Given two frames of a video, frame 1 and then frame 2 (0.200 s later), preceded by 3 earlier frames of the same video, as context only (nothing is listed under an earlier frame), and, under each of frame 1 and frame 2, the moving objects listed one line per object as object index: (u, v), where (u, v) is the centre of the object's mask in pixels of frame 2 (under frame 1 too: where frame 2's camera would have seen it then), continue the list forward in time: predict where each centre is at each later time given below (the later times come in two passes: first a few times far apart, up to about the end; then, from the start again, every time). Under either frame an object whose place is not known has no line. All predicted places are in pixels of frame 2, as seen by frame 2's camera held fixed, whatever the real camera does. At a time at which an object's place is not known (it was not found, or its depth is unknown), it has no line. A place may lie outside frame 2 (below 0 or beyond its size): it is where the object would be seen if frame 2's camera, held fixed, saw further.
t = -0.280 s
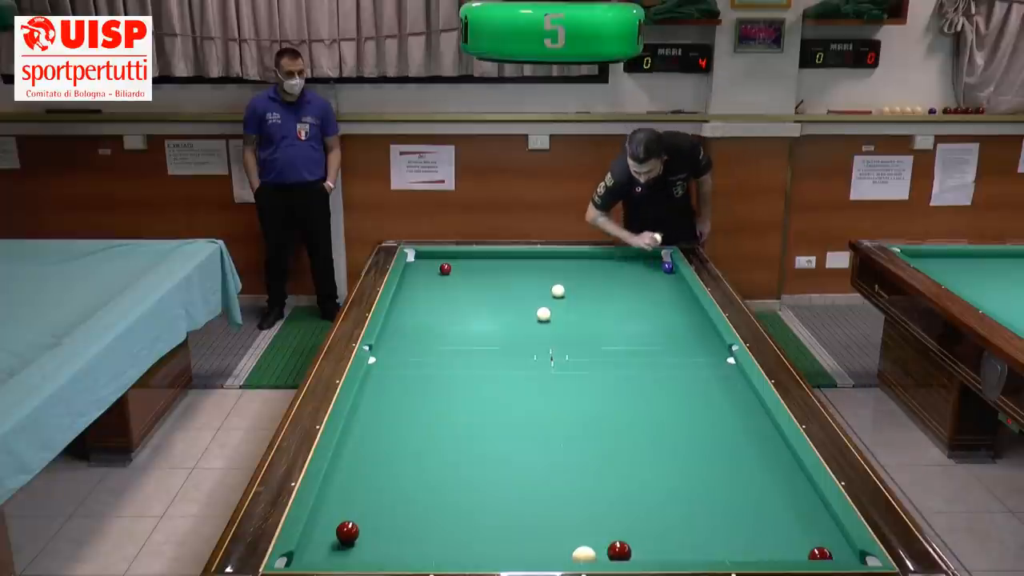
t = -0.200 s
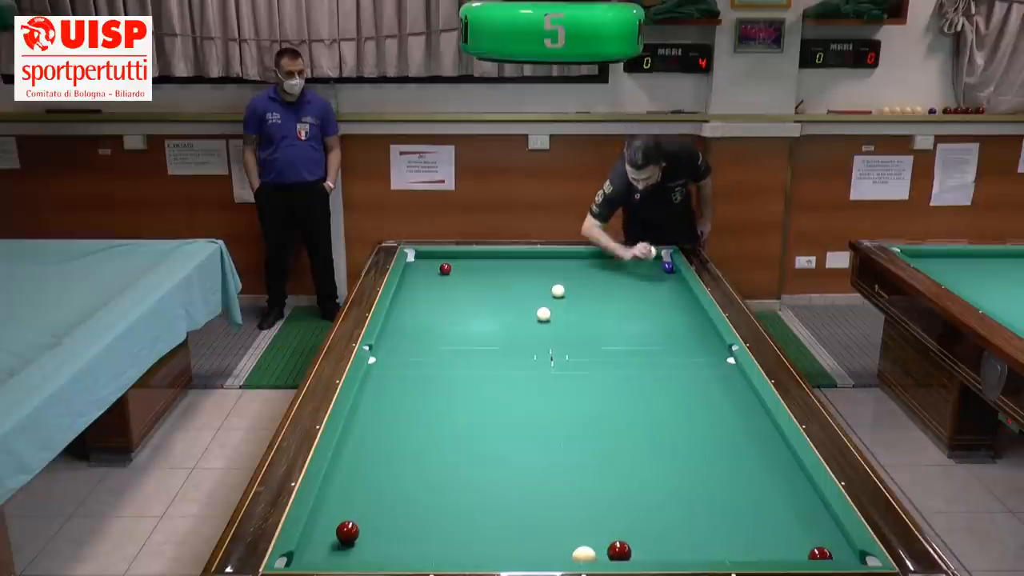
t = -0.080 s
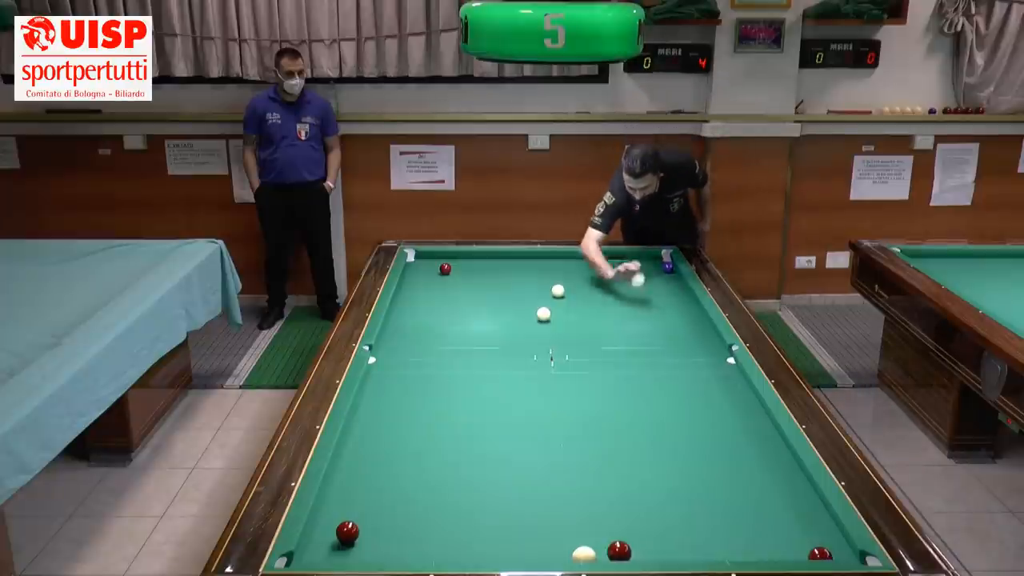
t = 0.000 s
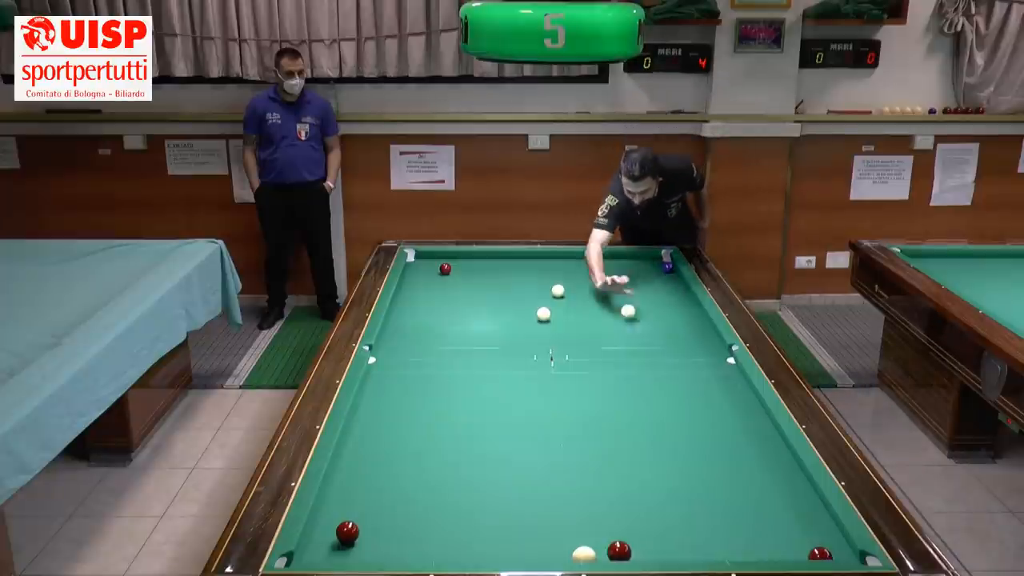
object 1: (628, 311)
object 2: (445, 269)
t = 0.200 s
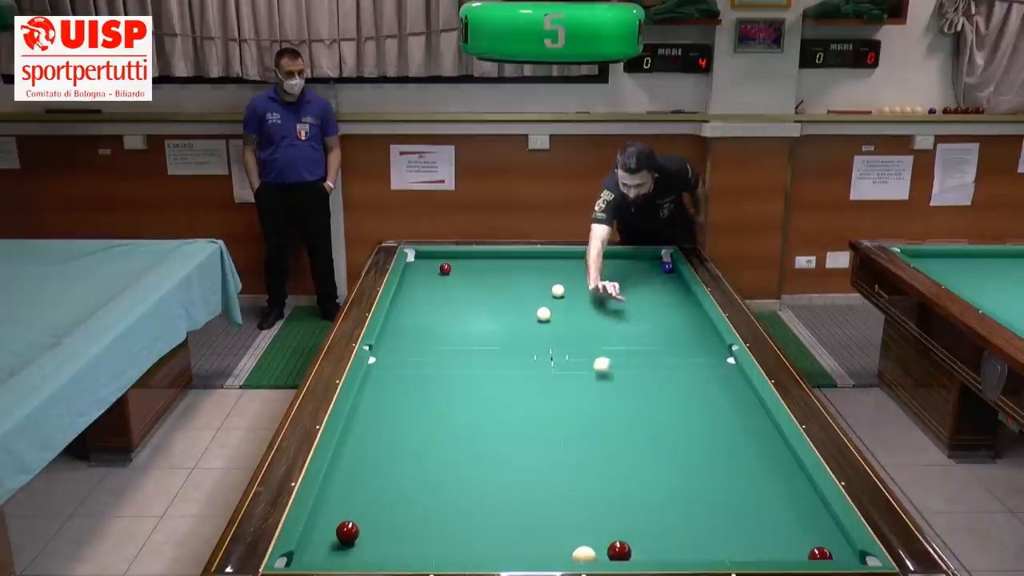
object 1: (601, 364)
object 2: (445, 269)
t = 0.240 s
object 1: (596, 372)
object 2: (445, 269)
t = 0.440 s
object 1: (559, 451)
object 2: (445, 269)
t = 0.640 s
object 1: (510, 549)
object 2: (445, 269)
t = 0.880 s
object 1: (473, 475)
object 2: (445, 269)
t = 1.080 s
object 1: (453, 424)
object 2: (445, 269)
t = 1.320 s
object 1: (435, 377)
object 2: (445, 269)
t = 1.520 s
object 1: (422, 345)
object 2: (445, 269)
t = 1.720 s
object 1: (412, 318)
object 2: (445, 269)
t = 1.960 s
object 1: (401, 291)
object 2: (445, 269)
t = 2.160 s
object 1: (415, 273)
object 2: (445, 269)
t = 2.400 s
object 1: (429, 255)
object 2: (445, 269)
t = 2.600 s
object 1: (436, 265)
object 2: (445, 269)
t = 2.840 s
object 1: (430, 270)
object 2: (463, 275)
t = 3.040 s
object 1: (425, 274)
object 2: (477, 280)
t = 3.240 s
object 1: (419, 277)
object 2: (491, 284)
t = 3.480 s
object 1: (413, 281)
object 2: (508, 290)
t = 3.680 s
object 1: (407, 285)
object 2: (522, 295)
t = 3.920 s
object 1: (402, 289)
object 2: (539, 301)
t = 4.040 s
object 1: (402, 291)
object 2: (549, 304)
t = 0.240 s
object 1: (596, 372)
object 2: (445, 269)
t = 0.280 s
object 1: (589, 384)
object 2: (445, 269)
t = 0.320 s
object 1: (582, 402)
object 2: (445, 269)
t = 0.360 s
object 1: (575, 418)
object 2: (445, 269)
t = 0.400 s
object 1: (568, 431)
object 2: (445, 269)
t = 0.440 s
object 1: (559, 451)
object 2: (445, 269)
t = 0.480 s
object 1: (551, 467)
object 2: (445, 269)
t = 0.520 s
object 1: (541, 488)
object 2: (445, 269)
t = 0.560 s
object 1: (531, 507)
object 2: (445, 269)
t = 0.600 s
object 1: (521, 529)
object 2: (445, 269)
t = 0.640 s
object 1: (510, 549)
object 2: (445, 269)
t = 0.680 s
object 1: (501, 549)
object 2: (445, 269)
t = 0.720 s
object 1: (494, 533)
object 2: (445, 269)
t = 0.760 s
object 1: (488, 516)
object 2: (445, 269)
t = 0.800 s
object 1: (483, 501)
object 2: (445, 269)
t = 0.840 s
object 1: (478, 488)
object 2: (445, 269)
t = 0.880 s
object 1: (473, 475)
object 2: (445, 269)
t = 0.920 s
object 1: (469, 463)
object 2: (445, 269)
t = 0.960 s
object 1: (465, 452)
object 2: (445, 269)
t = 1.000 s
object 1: (460, 443)
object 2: (445, 269)
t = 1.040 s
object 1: (457, 433)
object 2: (445, 269)
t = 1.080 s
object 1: (453, 424)
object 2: (445, 269)
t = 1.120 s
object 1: (450, 415)
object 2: (445, 269)
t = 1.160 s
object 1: (447, 407)
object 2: (445, 269)
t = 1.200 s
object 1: (444, 399)
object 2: (445, 269)
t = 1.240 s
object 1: (440, 392)
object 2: (445, 269)
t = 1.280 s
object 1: (437, 384)
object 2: (445, 269)
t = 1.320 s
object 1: (435, 377)
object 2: (445, 269)
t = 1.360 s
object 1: (432, 370)
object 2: (445, 269)
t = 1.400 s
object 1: (430, 364)
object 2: (445, 269)
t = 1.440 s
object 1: (427, 357)
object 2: (445, 269)
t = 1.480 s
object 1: (425, 351)
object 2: (445, 269)
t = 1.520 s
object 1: (422, 345)
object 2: (445, 269)
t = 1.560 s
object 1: (420, 339)
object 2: (445, 269)
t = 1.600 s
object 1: (418, 334)
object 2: (445, 269)
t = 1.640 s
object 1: (416, 328)
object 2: (445, 269)
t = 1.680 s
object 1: (414, 323)
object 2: (445, 269)
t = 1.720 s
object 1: (412, 318)
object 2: (445, 269)
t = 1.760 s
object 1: (410, 313)
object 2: (445, 269)
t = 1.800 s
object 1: (408, 309)
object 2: (445, 269)
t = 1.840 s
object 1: (407, 304)
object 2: (445, 269)
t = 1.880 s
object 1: (405, 300)
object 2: (445, 269)
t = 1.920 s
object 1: (403, 295)
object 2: (445, 269)
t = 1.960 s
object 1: (401, 291)
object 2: (445, 269)
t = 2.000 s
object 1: (404, 287)
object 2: (445, 269)
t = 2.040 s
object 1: (407, 284)
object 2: (445, 269)
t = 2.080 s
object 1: (409, 280)
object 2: (445, 269)
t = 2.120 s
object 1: (412, 277)
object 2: (445, 269)
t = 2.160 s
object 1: (415, 273)
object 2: (445, 269)
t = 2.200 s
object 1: (417, 270)
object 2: (445, 269)
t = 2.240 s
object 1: (419, 267)
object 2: (445, 269)
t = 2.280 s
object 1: (422, 264)
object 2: (445, 269)
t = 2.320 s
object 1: (424, 261)
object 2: (445, 269)
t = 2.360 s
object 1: (427, 258)
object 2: (445, 268)
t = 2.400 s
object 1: (429, 255)
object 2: (445, 269)
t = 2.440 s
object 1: (430, 257)
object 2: (445, 269)
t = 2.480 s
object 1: (432, 259)
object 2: (445, 269)
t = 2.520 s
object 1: (434, 262)
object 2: (445, 268)
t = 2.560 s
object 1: (435, 263)
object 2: (445, 269)
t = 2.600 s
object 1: (436, 265)
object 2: (445, 269)
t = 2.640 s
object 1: (436, 266)
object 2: (449, 270)
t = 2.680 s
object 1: (434, 267)
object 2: (452, 271)
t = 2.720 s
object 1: (433, 268)
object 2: (455, 272)
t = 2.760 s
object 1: (432, 268)
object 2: (458, 273)
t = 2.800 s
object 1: (431, 269)
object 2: (461, 274)
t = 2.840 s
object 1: (430, 270)
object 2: (463, 275)
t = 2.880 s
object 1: (429, 271)
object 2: (466, 276)
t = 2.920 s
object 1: (428, 271)
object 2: (469, 277)
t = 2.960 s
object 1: (427, 272)
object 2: (472, 278)
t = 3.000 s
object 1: (426, 273)
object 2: (474, 279)
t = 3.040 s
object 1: (425, 274)
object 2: (477, 280)
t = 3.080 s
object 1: (423, 274)
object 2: (480, 281)
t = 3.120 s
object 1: (422, 275)
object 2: (482, 282)
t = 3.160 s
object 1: (421, 276)
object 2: (485, 282)
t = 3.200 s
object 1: (420, 276)
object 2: (488, 283)
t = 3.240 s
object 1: (419, 277)
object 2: (491, 284)
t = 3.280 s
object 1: (418, 278)
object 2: (494, 286)
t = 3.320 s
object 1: (417, 278)
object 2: (497, 286)
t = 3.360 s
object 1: (416, 279)
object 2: (499, 288)
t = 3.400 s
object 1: (415, 280)
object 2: (502, 289)
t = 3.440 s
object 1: (414, 280)
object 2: (505, 290)
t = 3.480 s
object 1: (413, 281)
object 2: (508, 290)
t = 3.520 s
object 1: (412, 282)
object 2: (511, 291)
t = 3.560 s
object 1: (411, 282)
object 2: (513, 292)
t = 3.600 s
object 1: (410, 283)
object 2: (516, 293)
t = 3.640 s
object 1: (408, 284)
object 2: (519, 295)
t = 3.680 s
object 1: (407, 285)
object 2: (522, 295)
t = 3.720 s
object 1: (406, 285)
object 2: (525, 296)
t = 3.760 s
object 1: (405, 286)
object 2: (528, 298)
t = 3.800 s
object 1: (404, 287)
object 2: (530, 298)
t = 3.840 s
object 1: (403, 288)
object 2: (534, 299)
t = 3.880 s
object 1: (402, 288)
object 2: (536, 300)
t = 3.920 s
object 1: (402, 289)
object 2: (539, 301)
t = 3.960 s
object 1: (402, 290)
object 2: (542, 301)
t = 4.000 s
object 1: (402, 290)
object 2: (545, 302)
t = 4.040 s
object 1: (402, 291)
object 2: (549, 304)
